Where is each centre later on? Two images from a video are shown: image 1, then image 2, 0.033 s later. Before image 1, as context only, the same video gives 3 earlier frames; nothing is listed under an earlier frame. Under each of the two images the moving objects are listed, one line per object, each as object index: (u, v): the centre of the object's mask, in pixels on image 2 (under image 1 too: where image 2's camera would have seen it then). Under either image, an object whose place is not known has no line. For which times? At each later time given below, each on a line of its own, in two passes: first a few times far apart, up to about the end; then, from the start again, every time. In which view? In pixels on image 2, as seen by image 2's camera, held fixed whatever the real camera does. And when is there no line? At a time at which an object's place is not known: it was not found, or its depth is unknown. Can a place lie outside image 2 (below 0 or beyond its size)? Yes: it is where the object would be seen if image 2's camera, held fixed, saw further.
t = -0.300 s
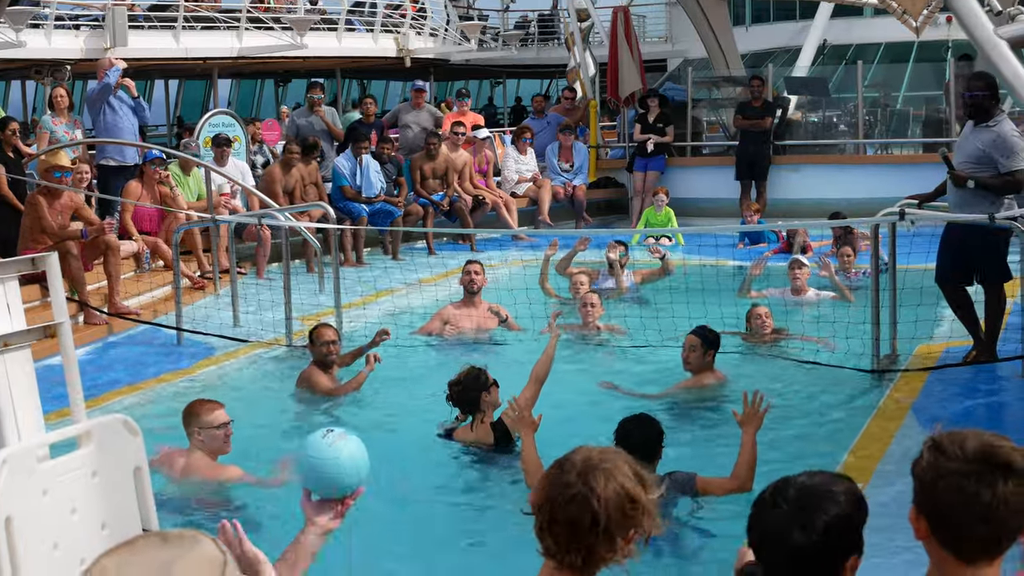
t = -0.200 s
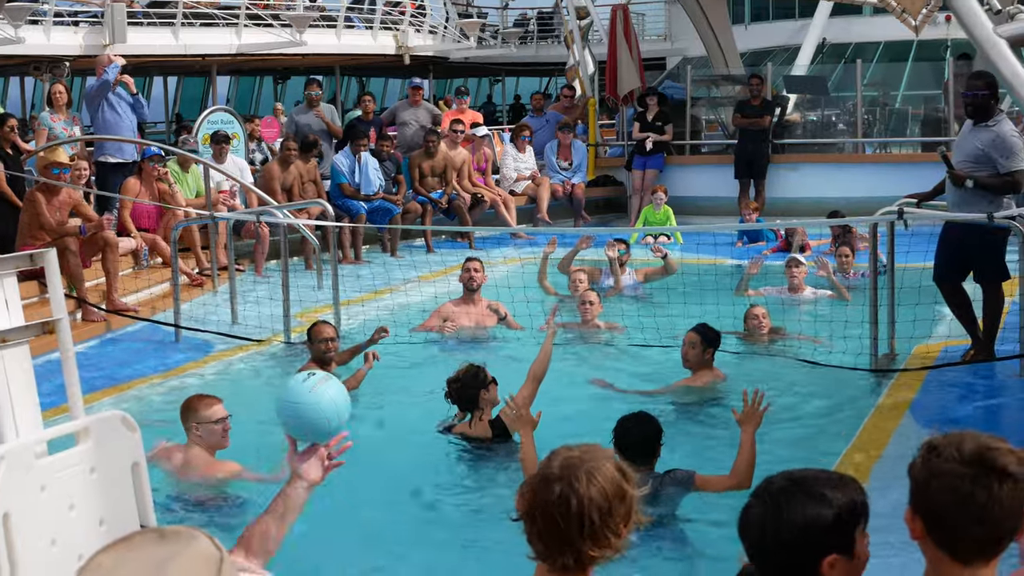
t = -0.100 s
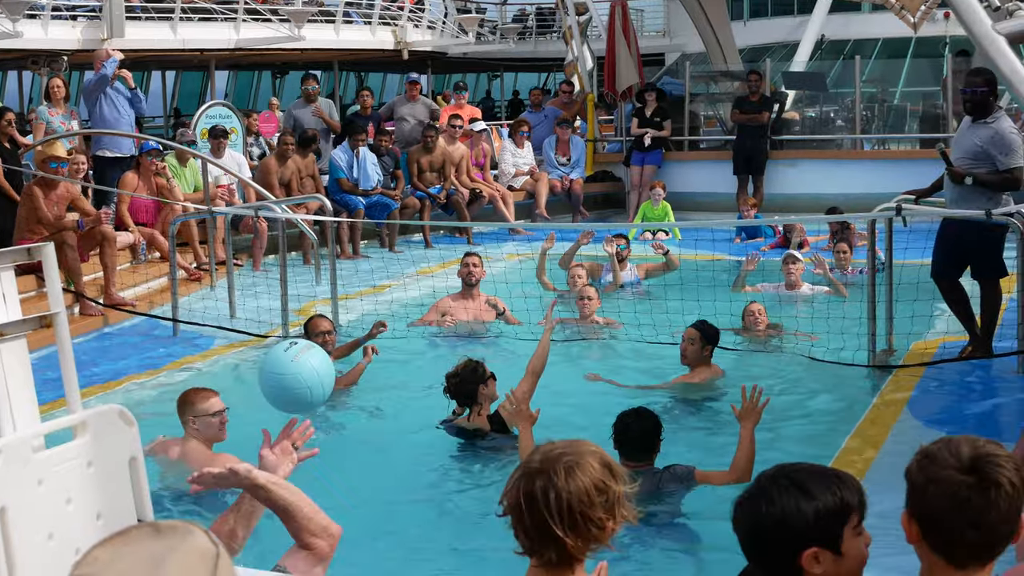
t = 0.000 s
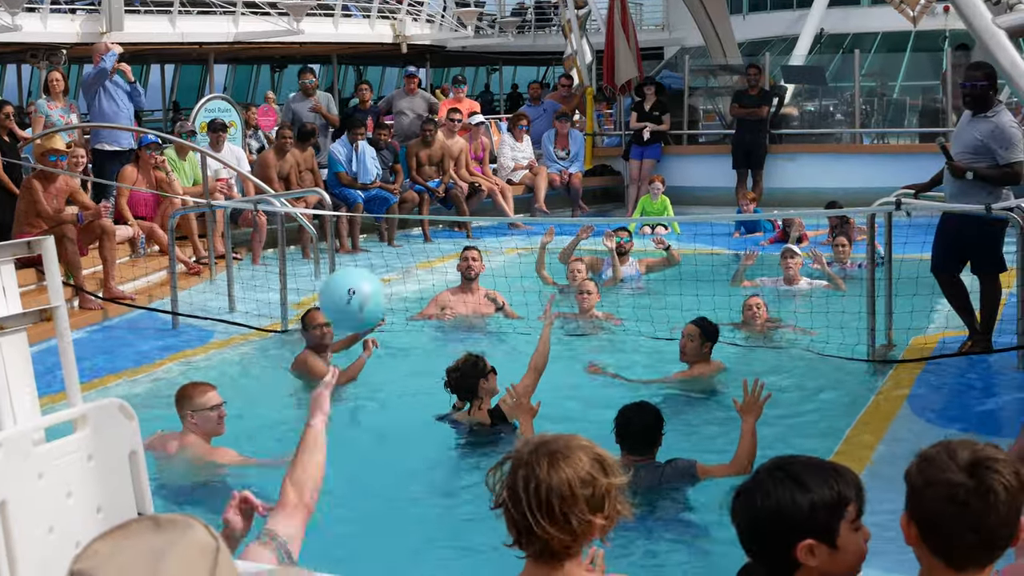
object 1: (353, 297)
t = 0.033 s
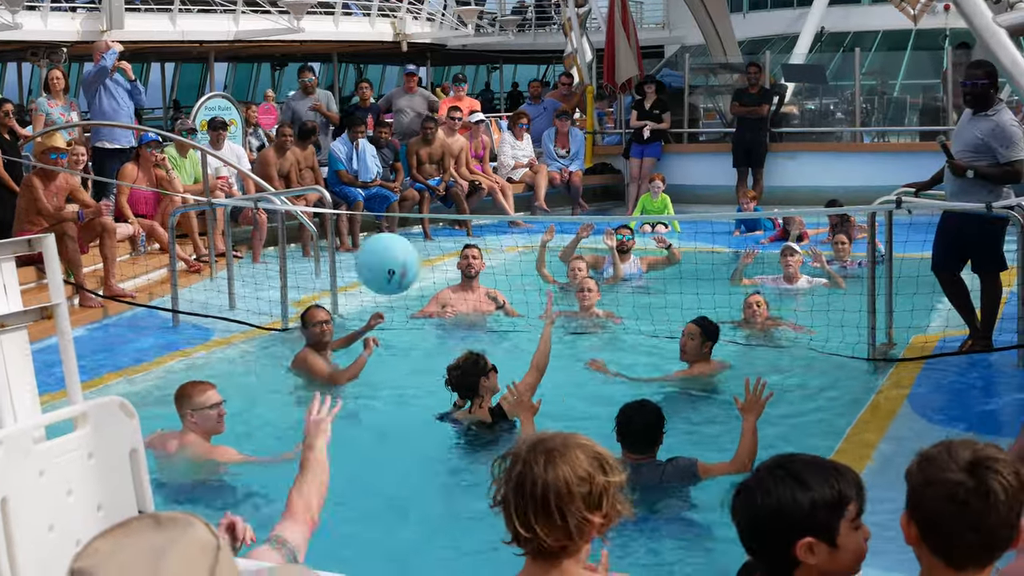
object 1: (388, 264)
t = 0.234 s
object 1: (531, 165)
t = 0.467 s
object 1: (629, 180)
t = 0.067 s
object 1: (417, 236)
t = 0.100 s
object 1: (444, 214)
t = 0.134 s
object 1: (469, 196)
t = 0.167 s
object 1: (492, 183)
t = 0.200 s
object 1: (513, 172)
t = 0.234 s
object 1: (531, 165)
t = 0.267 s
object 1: (549, 161)
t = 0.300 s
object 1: (565, 160)
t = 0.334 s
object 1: (580, 160)
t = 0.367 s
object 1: (593, 163)
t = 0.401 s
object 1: (606, 167)
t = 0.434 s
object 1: (617, 173)
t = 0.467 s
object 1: (629, 180)
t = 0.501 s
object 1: (639, 188)
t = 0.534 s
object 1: (649, 197)
